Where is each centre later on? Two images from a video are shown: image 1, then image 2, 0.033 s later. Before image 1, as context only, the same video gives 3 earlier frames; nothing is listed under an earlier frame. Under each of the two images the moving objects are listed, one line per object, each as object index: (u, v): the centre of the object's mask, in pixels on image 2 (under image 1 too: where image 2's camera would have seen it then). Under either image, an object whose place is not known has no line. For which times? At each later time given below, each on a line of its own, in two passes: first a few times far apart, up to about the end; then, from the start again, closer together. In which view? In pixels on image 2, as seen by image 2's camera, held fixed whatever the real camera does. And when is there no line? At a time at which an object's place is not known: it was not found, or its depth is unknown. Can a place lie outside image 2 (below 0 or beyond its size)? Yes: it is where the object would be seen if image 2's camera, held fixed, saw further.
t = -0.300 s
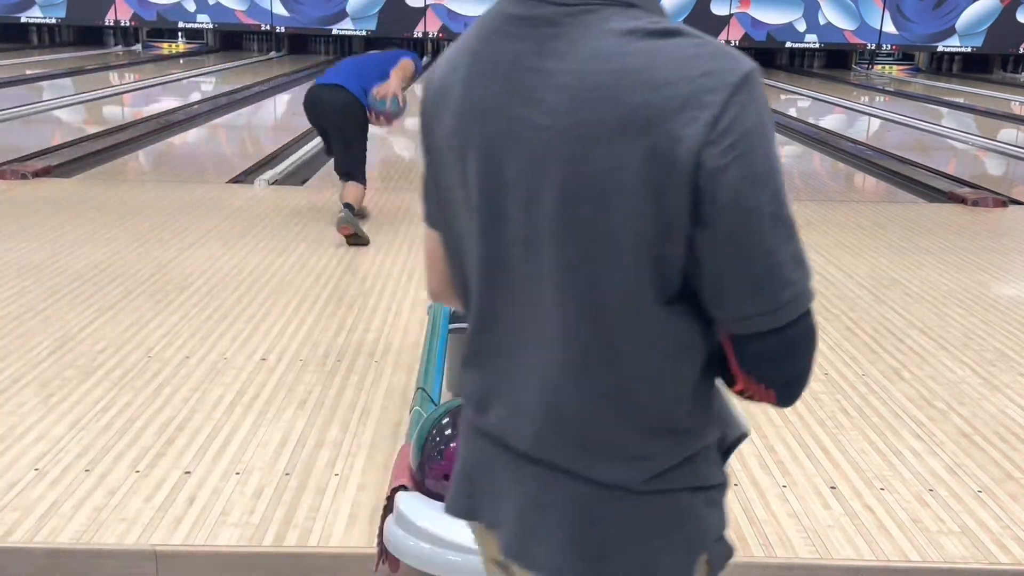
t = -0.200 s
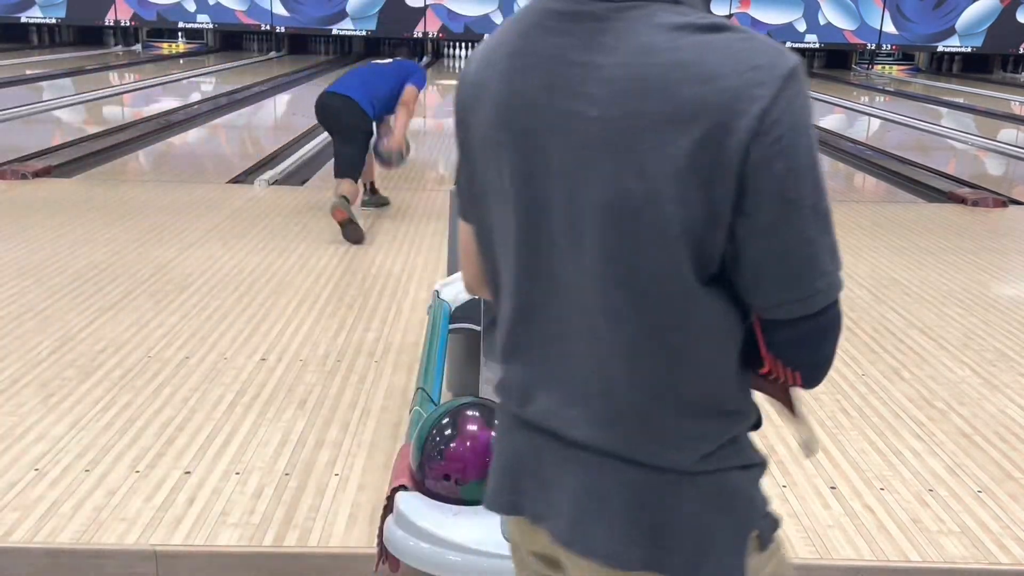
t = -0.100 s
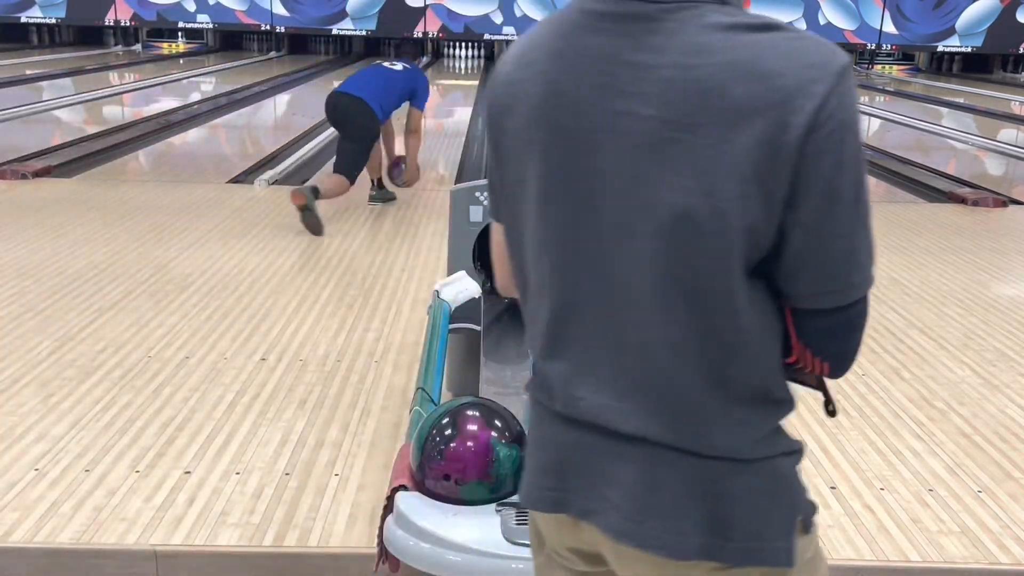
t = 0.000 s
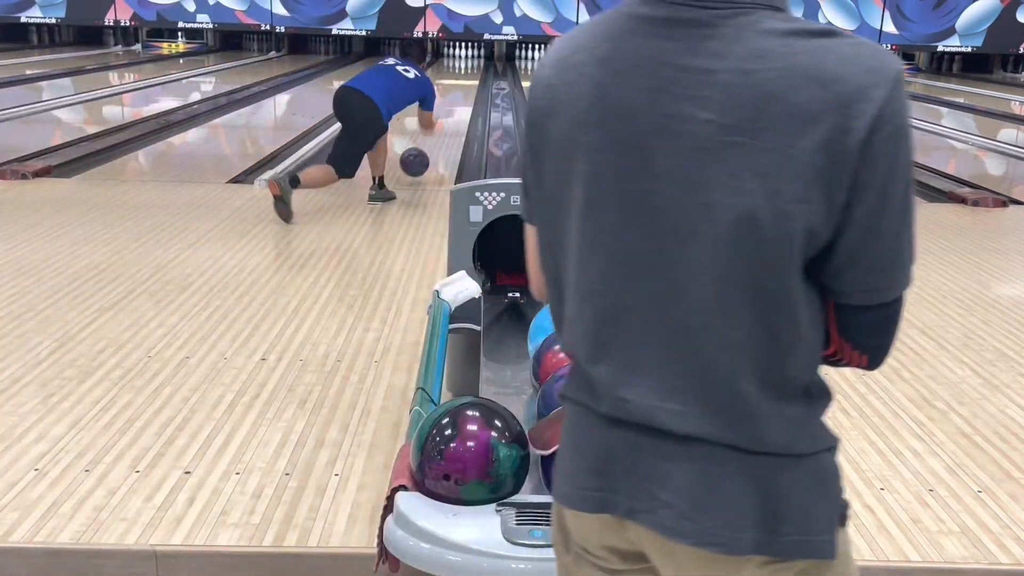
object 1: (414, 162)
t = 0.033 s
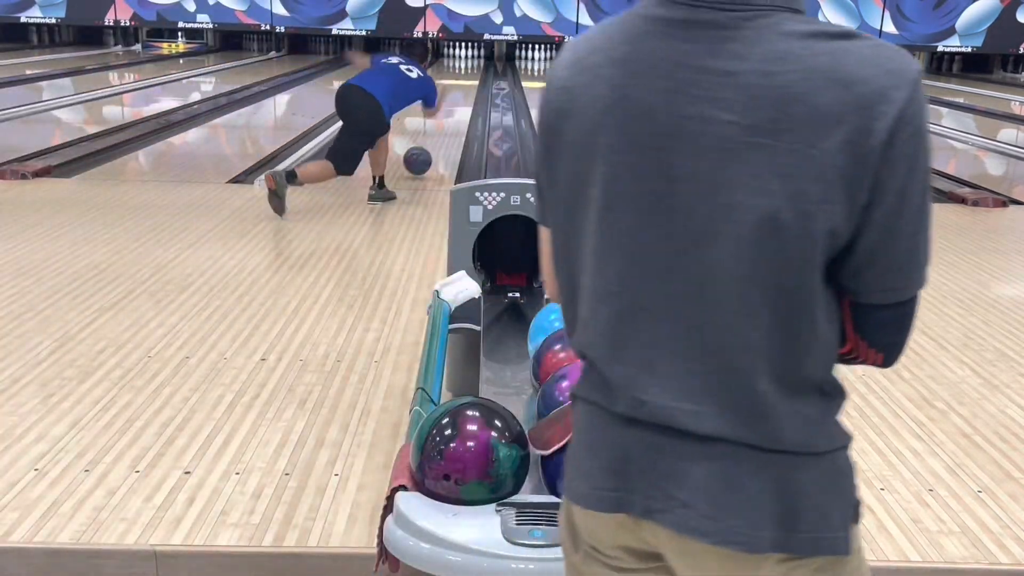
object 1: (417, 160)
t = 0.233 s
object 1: (432, 138)
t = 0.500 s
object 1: (446, 115)
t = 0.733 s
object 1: (453, 105)
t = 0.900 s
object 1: (458, 92)
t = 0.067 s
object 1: (420, 159)
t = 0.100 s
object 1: (423, 153)
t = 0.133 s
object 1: (425, 150)
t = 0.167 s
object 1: (428, 146)
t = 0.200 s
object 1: (430, 141)
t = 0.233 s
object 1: (432, 138)
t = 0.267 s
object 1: (434, 135)
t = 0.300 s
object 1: (436, 131)
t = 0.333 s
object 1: (438, 128)
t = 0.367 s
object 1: (440, 125)
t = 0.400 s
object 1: (441, 122)
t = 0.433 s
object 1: (443, 120)
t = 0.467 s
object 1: (444, 117)
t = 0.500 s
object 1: (446, 115)
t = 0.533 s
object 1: (447, 113)
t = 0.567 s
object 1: (448, 110)
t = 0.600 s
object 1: (450, 109)
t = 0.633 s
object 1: (451, 106)
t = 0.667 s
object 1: (452, 105)
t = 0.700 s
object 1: (452, 103)
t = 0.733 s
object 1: (453, 105)
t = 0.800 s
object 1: (458, 97)
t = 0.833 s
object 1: (456, 96)
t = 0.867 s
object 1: (458, 94)
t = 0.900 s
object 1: (458, 92)
